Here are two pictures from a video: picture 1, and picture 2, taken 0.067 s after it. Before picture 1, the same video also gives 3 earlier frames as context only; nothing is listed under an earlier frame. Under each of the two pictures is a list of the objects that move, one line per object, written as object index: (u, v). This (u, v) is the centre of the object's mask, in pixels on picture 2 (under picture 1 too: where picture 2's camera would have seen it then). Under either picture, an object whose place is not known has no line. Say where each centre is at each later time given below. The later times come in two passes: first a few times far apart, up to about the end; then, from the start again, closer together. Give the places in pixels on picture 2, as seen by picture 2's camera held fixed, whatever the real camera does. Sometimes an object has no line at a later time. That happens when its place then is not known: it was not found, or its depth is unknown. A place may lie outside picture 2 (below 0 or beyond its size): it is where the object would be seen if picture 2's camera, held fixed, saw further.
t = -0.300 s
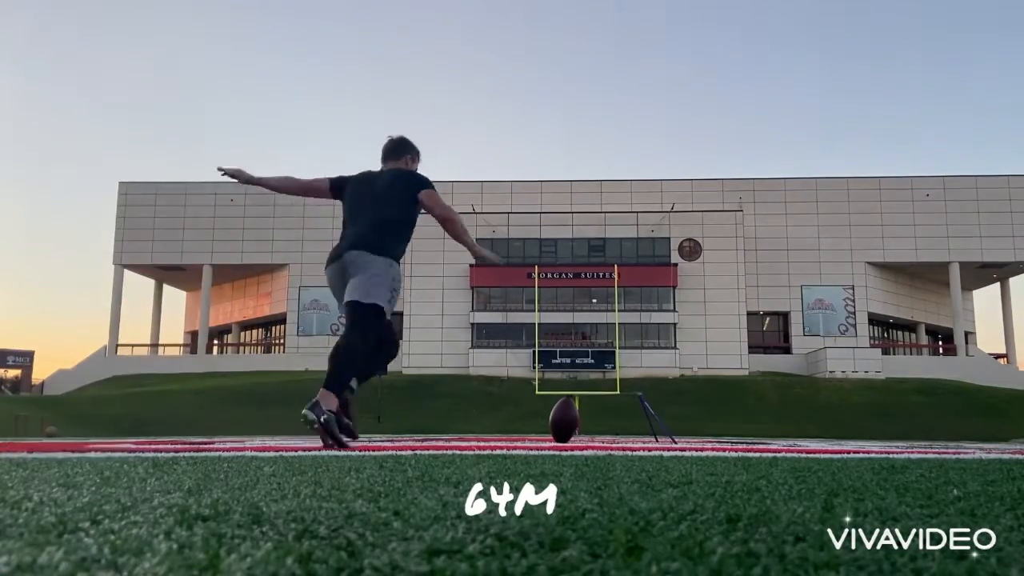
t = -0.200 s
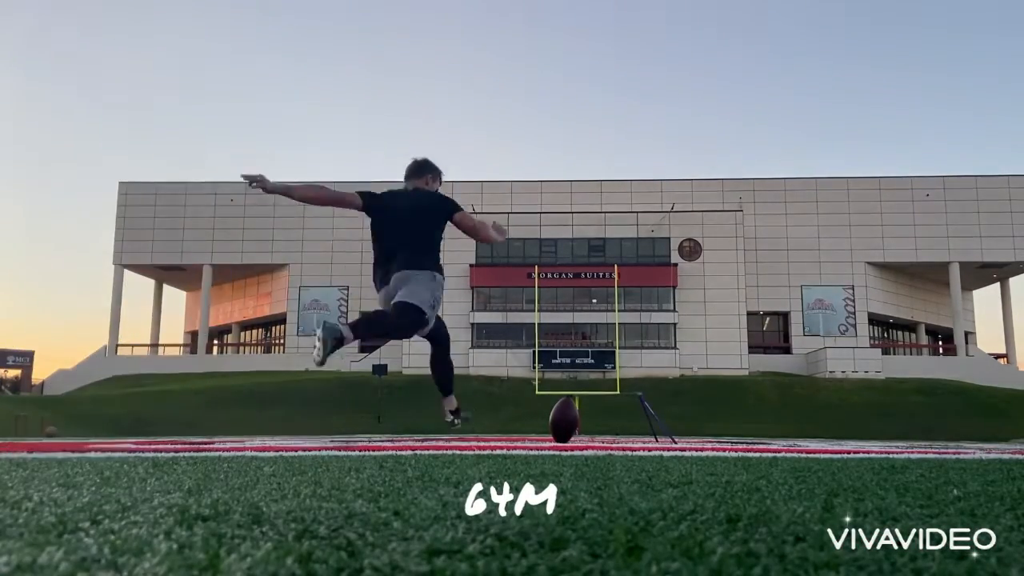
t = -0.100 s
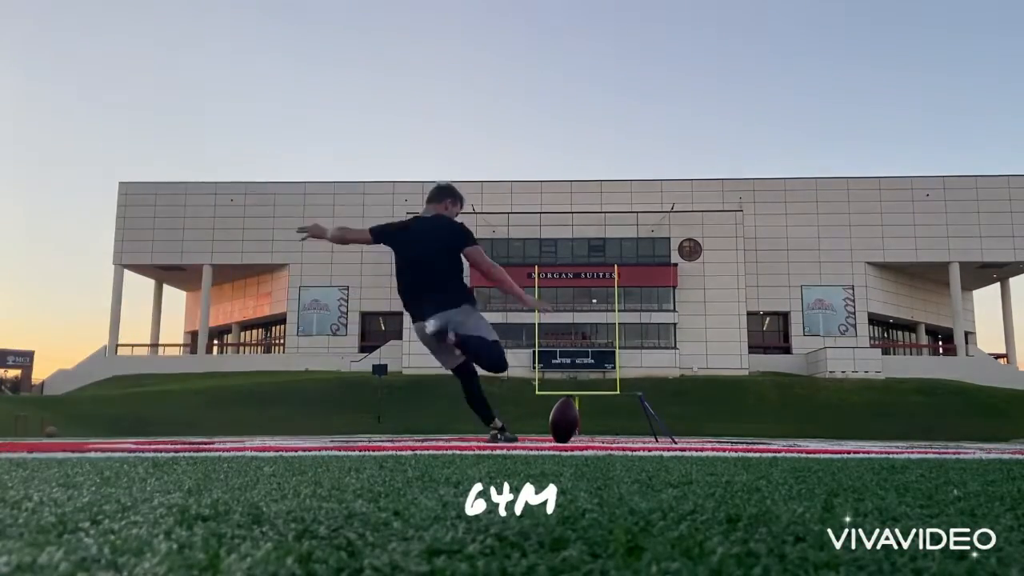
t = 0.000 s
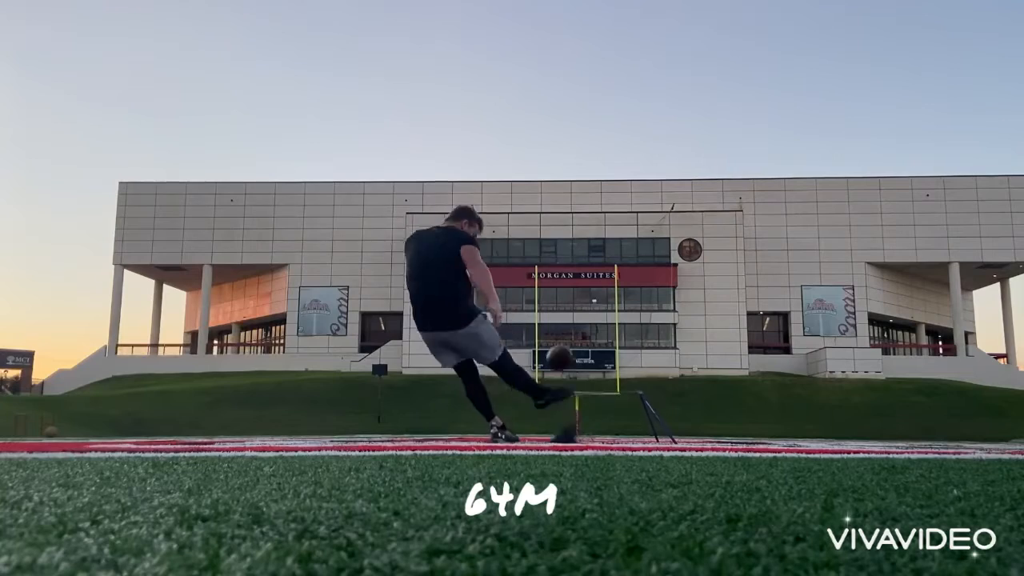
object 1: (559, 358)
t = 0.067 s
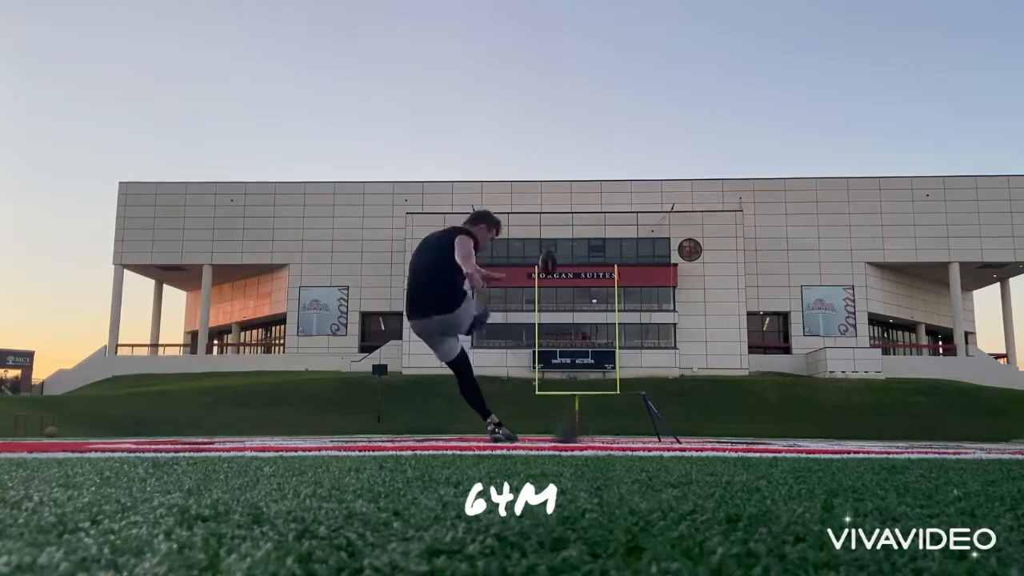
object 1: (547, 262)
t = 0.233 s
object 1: (540, 161)
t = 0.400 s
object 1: (539, 114)
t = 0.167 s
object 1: (543, 195)
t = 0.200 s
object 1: (542, 177)
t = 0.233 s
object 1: (540, 161)
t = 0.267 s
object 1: (540, 148)
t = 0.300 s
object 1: (539, 137)
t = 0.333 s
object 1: (539, 128)
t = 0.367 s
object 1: (539, 121)
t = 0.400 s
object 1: (539, 114)
